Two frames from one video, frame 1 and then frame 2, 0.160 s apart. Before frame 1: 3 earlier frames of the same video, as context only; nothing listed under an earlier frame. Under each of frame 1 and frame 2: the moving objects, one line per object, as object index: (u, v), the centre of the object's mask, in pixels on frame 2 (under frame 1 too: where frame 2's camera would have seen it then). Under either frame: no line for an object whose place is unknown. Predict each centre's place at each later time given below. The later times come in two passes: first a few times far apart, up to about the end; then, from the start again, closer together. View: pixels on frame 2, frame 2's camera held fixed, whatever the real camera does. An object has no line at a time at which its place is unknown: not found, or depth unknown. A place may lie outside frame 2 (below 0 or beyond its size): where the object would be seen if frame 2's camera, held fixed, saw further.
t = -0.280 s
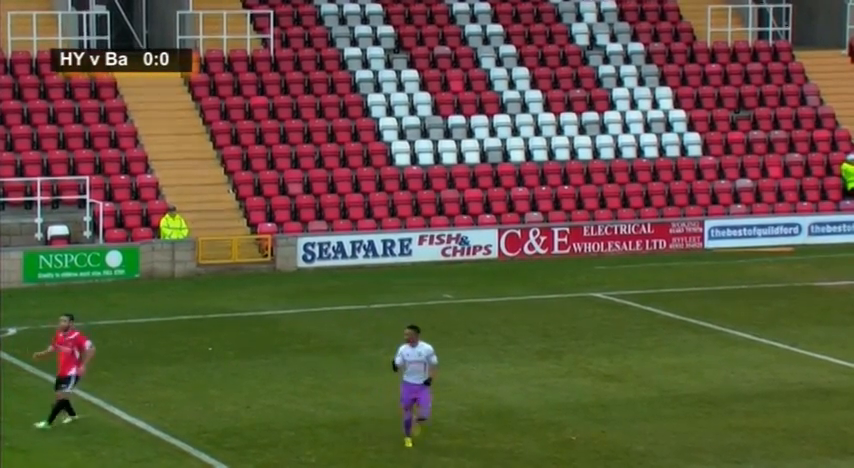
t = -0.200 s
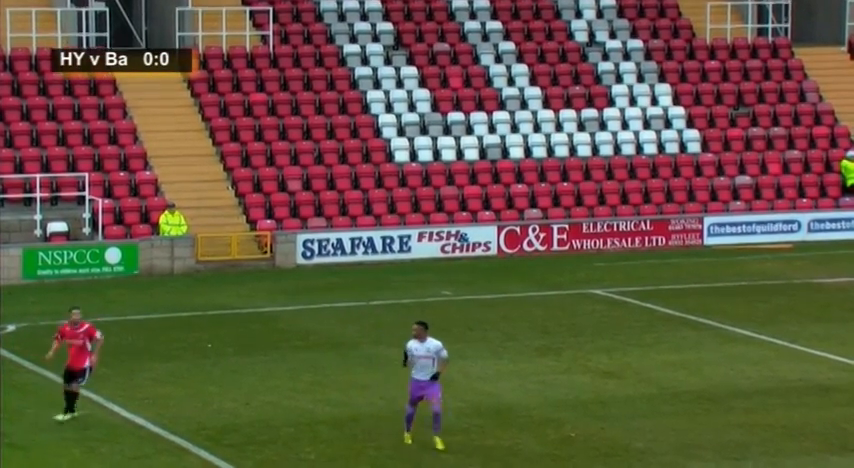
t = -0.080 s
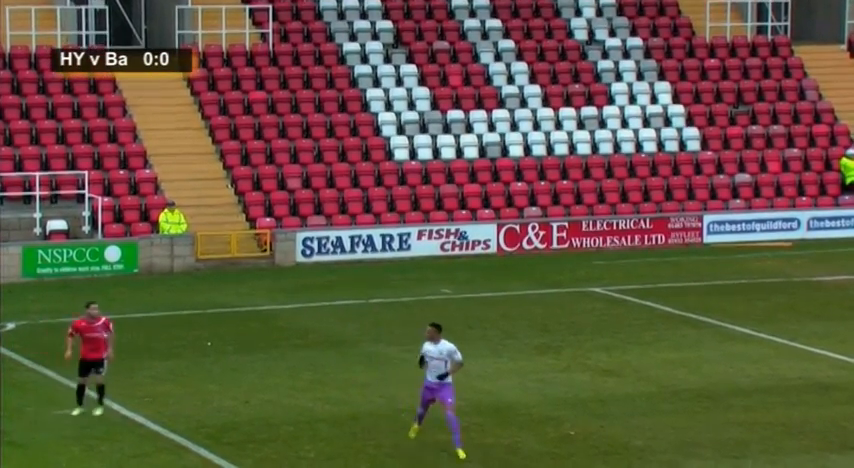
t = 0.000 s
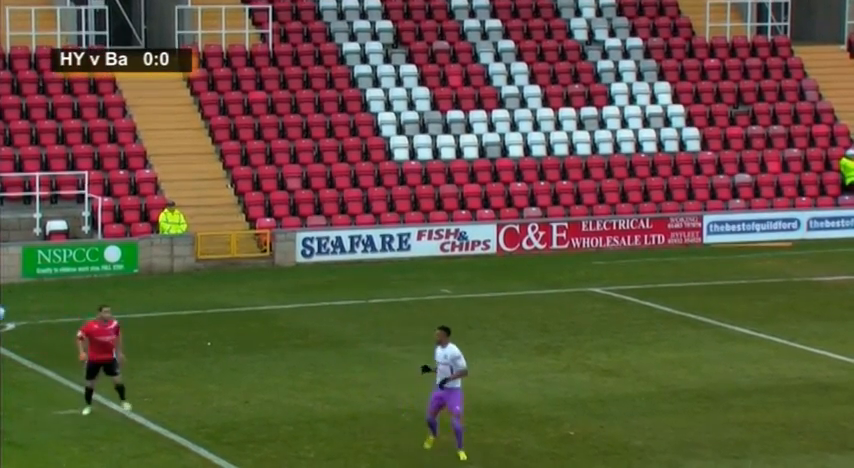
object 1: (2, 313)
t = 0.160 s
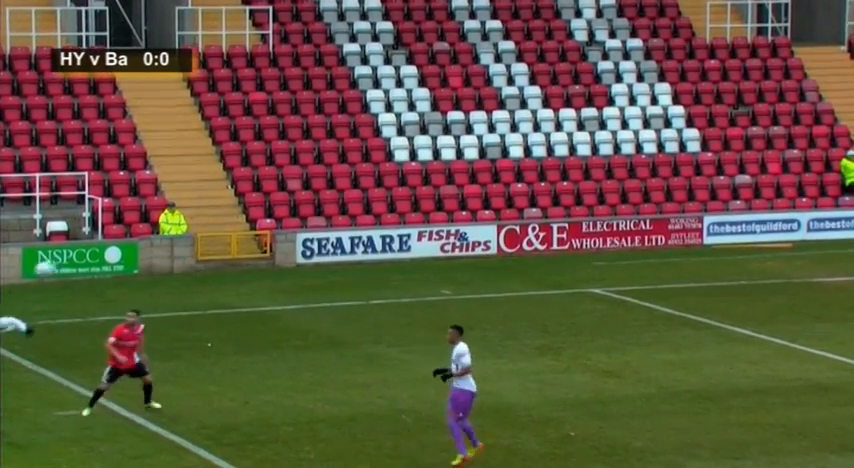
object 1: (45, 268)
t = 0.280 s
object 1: (105, 253)
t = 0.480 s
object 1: (203, 252)
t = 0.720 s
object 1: (323, 293)
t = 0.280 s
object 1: (105, 253)
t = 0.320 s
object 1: (125, 250)
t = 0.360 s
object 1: (145, 248)
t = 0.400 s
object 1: (163, 248)
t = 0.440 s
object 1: (183, 249)
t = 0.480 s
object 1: (203, 252)
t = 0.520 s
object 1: (224, 256)
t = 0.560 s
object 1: (243, 260)
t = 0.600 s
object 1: (263, 266)
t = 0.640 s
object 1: (283, 274)
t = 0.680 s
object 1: (303, 282)
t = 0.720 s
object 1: (323, 293)
